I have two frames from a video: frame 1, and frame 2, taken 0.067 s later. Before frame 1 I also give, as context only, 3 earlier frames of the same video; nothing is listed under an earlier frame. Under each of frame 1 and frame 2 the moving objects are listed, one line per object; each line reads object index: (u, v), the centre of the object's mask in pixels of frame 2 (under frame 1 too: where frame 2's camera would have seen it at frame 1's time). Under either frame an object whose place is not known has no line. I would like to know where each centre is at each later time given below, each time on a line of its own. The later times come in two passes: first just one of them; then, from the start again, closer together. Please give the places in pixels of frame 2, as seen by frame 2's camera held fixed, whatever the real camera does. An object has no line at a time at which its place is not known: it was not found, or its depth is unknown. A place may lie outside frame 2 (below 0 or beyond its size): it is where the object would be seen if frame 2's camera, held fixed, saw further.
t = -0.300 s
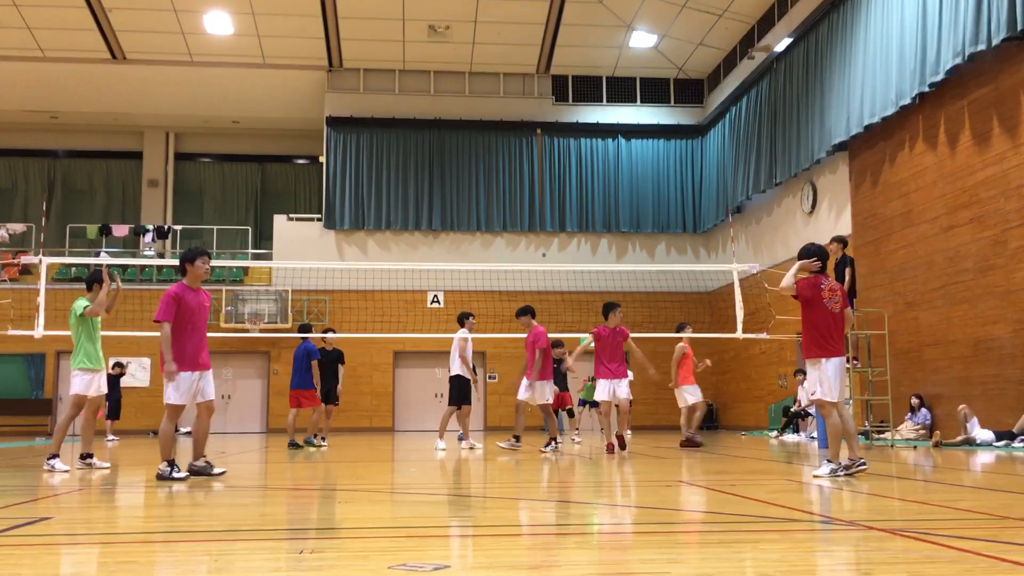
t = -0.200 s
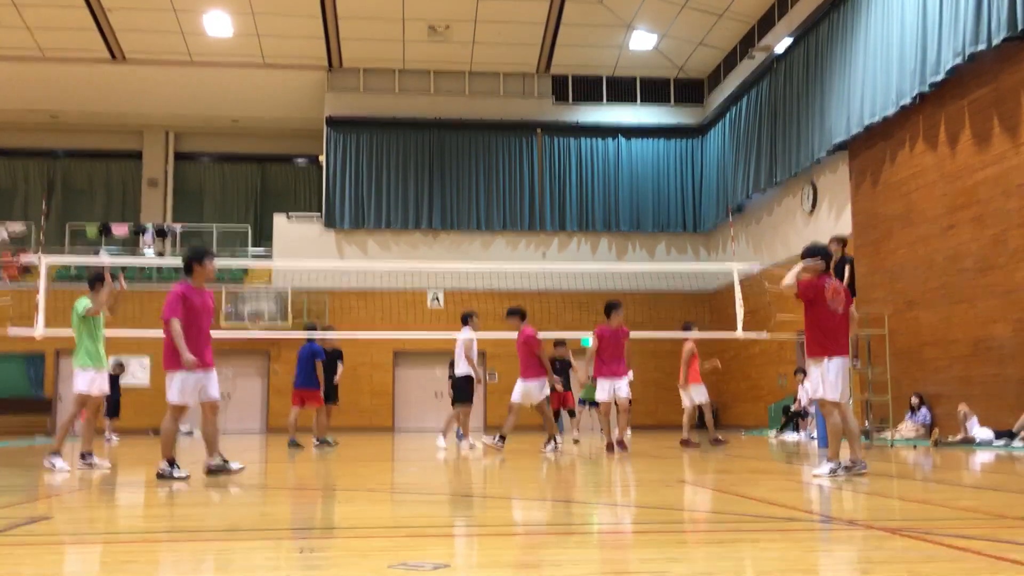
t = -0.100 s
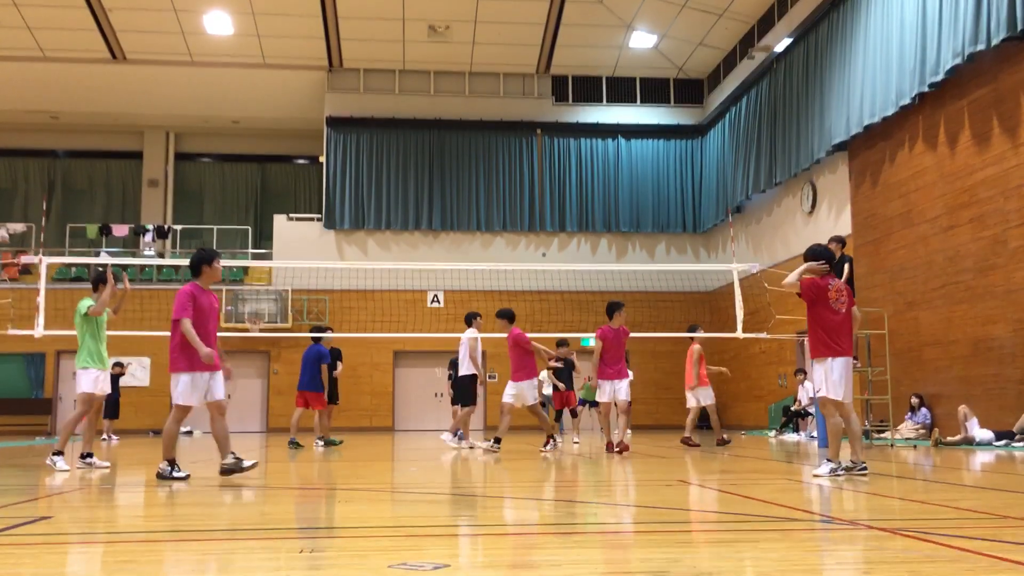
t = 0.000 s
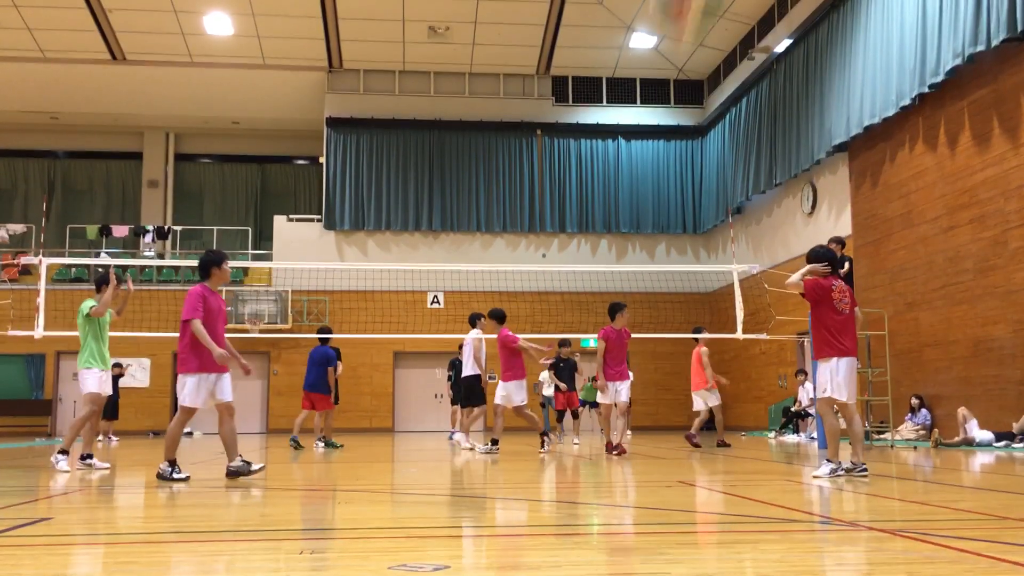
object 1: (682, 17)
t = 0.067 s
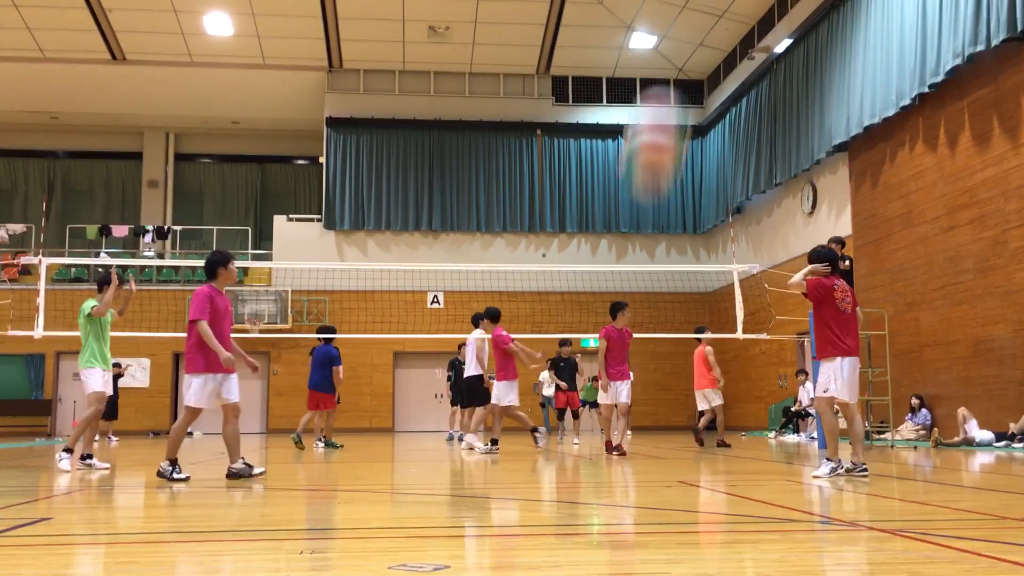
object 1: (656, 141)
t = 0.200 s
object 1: (604, 397)
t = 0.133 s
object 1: (626, 280)
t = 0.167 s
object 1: (616, 340)
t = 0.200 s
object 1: (604, 397)
